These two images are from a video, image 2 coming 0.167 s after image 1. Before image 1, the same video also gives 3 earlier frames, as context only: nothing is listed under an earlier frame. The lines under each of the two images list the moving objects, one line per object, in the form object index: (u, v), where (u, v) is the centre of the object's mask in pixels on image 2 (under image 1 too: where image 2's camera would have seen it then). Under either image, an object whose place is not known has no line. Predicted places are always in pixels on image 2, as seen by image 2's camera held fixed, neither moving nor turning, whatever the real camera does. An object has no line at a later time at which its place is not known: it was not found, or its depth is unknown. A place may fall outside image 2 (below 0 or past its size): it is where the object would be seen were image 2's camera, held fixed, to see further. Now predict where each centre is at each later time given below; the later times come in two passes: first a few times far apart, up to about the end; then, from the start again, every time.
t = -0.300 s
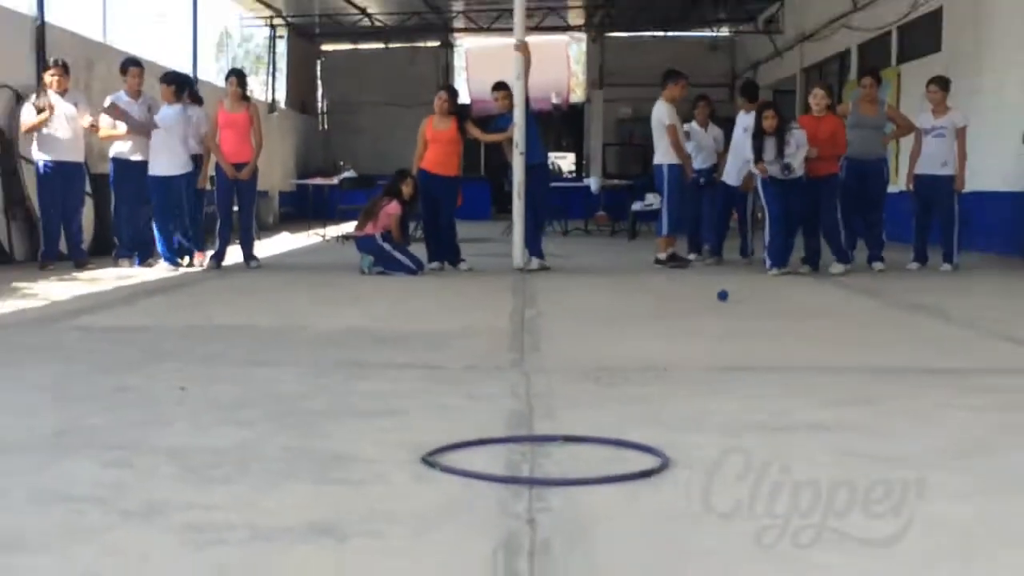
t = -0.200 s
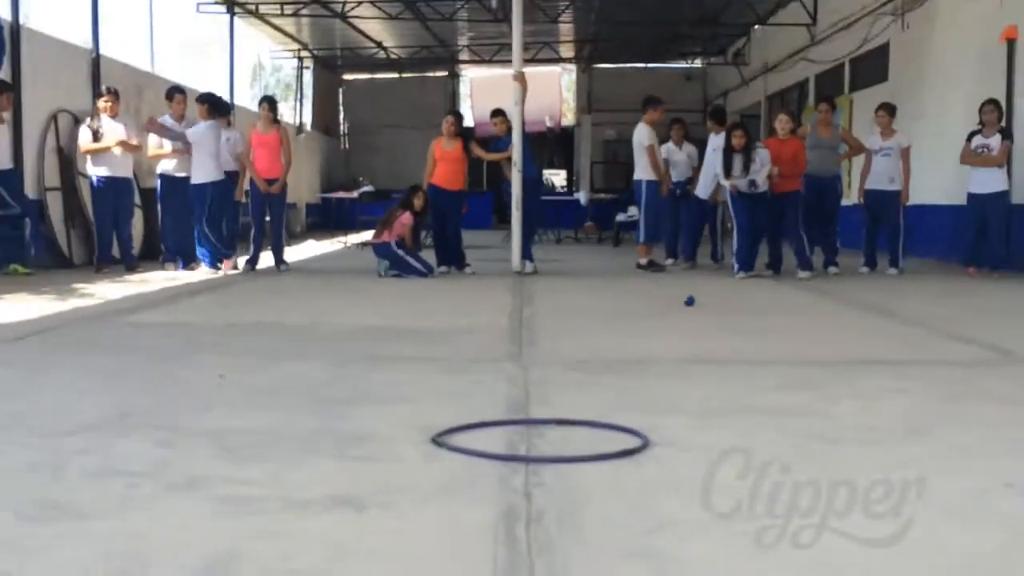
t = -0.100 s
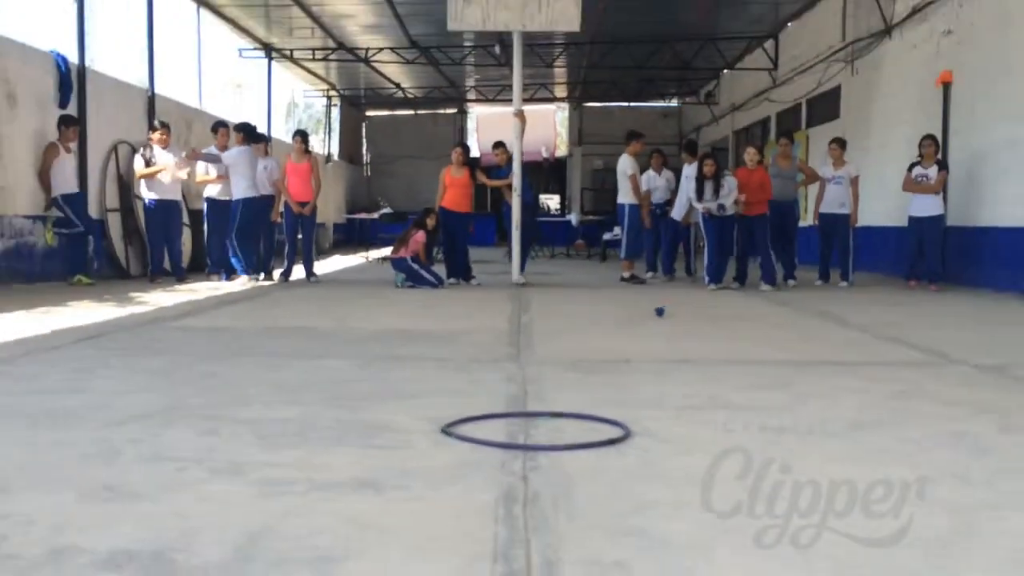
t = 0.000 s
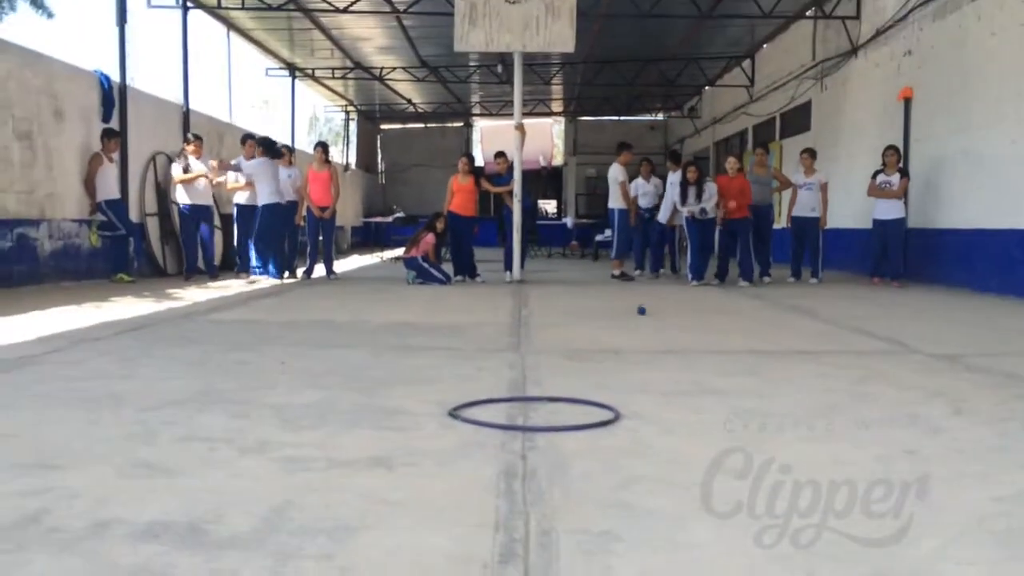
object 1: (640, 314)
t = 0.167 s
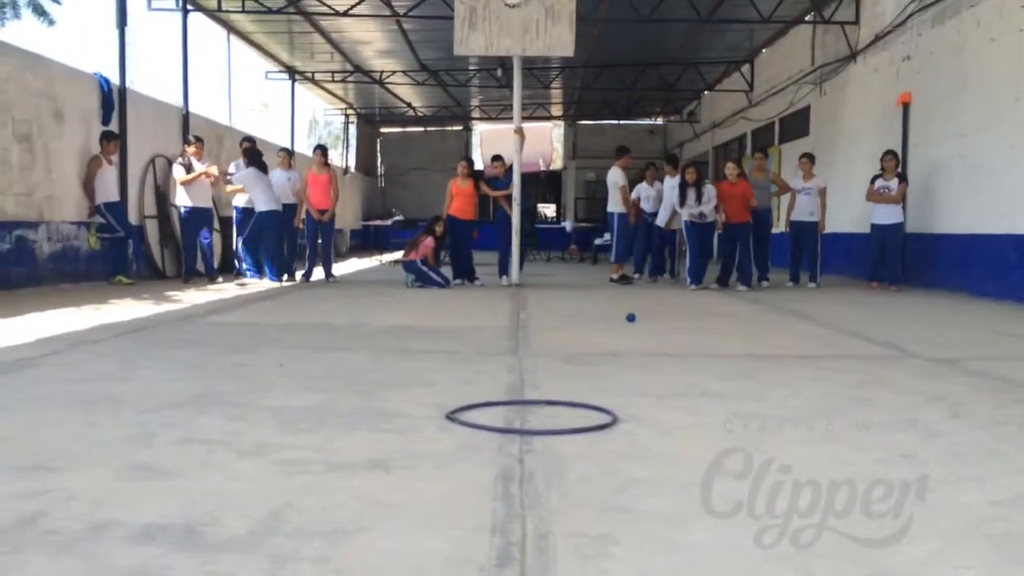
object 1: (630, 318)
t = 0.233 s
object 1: (627, 320)
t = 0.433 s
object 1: (617, 325)
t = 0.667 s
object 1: (605, 336)
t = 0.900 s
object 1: (591, 345)
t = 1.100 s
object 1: (575, 352)
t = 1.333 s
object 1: (558, 361)
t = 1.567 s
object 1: (543, 366)
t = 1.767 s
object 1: (529, 374)
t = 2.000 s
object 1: (507, 379)
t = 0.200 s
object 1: (629, 318)
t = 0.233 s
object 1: (627, 320)
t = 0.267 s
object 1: (625, 323)
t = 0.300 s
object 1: (623, 323)
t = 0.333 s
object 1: (622, 324)
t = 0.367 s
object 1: (620, 325)
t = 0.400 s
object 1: (619, 325)
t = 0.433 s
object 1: (617, 325)
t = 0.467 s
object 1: (615, 329)
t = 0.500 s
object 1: (614, 330)
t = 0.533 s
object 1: (612, 331)
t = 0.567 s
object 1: (610, 333)
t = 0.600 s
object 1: (609, 335)
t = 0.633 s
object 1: (607, 335)
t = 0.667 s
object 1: (605, 336)
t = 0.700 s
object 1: (603, 338)
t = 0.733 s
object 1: (601, 340)
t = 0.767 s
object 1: (599, 338)
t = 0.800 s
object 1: (597, 338)
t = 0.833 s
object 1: (595, 342)
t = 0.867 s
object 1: (594, 345)
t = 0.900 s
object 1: (591, 345)
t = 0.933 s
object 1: (589, 347)
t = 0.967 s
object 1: (587, 349)
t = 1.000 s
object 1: (585, 350)
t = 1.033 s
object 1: (581, 350)
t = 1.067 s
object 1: (579, 351)
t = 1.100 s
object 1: (575, 352)
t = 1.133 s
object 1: (574, 351)
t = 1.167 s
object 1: (571, 351)
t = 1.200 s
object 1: (568, 354)
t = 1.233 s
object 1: (565, 357)
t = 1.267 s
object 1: (563, 357)
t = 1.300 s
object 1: (560, 359)
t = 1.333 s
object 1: (558, 361)
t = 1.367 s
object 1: (556, 362)
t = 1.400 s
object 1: (554, 362)
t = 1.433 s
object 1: (552, 364)
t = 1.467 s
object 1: (549, 364)
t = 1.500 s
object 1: (547, 364)
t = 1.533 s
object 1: (545, 367)
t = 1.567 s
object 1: (543, 366)
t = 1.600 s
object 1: (541, 367)
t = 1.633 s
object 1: (539, 369)
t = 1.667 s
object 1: (537, 369)
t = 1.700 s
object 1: (534, 370)
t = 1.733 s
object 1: (532, 374)
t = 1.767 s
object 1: (529, 374)
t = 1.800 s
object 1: (525, 375)
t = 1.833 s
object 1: (521, 377)
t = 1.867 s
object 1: (518, 377)
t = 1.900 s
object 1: (515, 375)
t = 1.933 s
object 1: (512, 376)
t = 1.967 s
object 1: (509, 379)
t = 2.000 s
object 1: (507, 379)
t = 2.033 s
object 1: (504, 379)
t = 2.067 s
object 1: (502, 380)
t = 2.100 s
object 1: (500, 381)
